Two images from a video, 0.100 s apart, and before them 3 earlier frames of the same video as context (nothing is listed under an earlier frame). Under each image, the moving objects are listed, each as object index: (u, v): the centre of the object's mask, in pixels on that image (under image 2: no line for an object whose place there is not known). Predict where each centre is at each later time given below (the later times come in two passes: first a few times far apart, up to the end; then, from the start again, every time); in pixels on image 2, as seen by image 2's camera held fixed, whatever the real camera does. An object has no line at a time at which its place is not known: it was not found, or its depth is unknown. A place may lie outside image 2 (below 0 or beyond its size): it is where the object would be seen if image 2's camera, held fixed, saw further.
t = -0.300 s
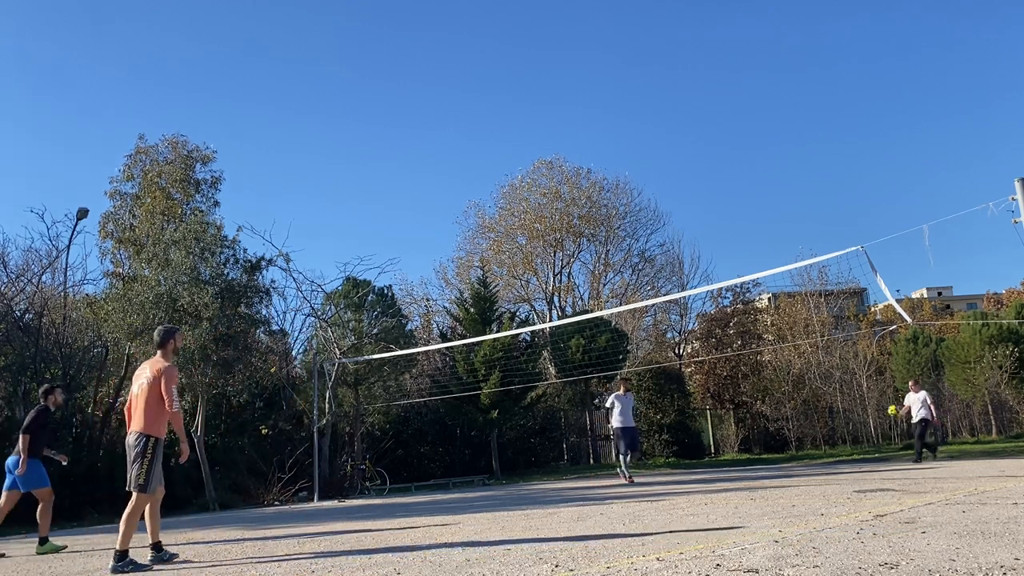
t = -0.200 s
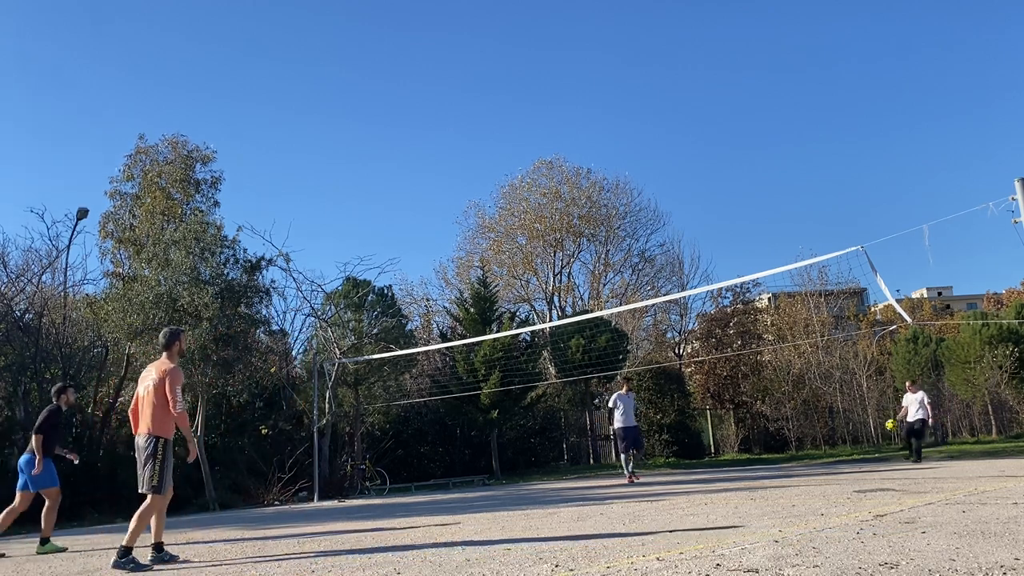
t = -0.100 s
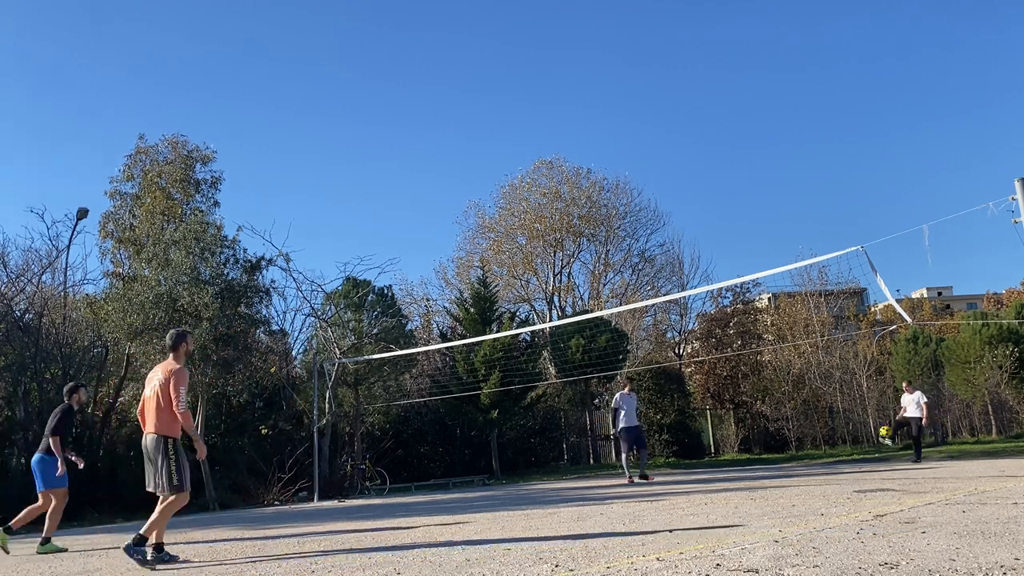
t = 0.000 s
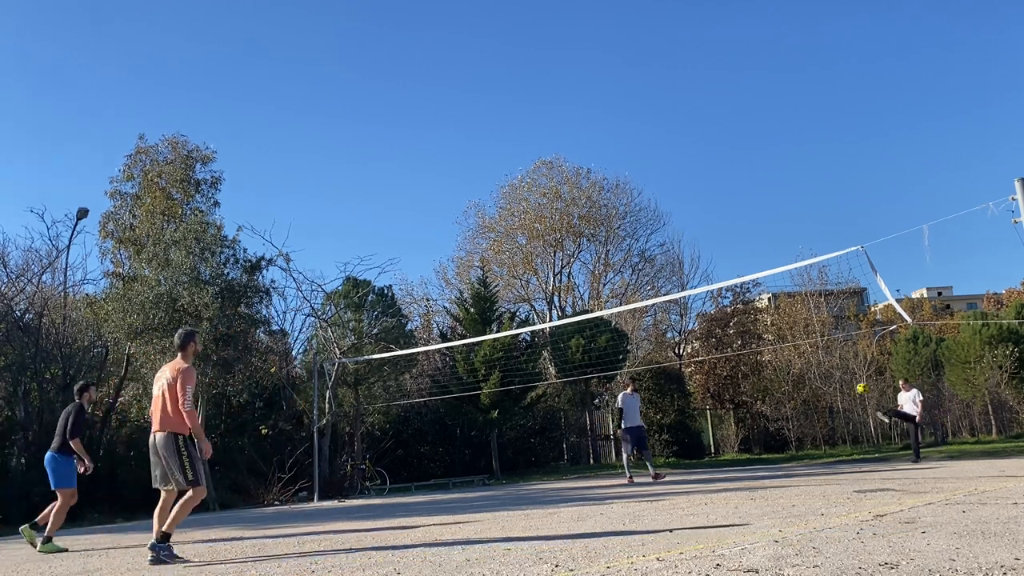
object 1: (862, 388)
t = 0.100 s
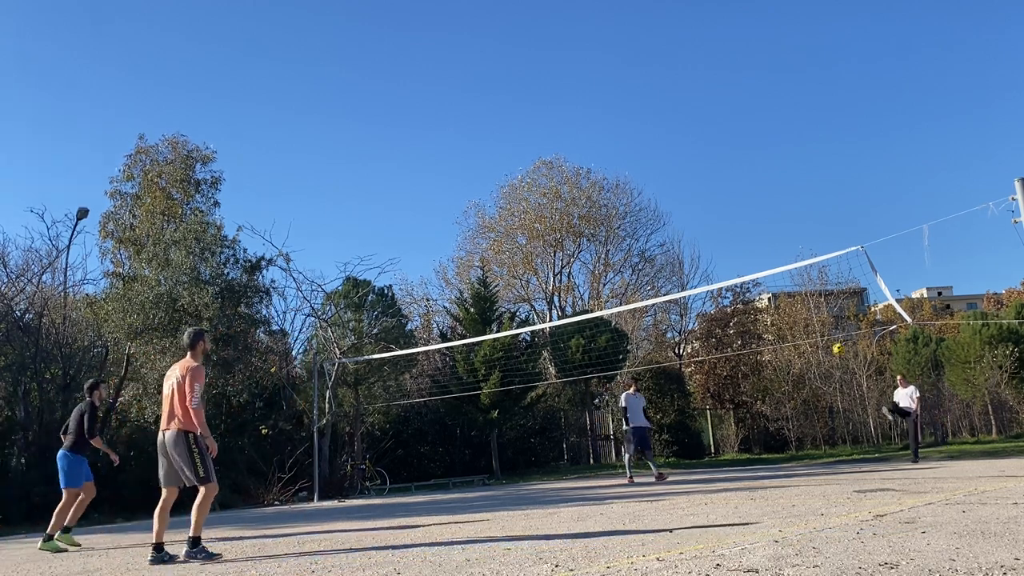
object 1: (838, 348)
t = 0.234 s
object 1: (805, 303)
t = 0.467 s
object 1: (746, 243)
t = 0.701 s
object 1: (679, 211)
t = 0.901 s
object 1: (612, 212)
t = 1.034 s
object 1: (561, 231)
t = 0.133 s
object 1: (829, 336)
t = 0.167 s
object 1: (821, 325)
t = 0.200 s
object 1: (813, 313)
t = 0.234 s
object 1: (805, 303)
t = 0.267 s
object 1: (797, 292)
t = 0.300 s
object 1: (789, 283)
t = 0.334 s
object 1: (781, 275)
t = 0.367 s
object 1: (772, 264)
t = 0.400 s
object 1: (764, 257)
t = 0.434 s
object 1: (755, 250)
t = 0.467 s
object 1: (746, 243)
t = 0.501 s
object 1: (737, 236)
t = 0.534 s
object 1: (728, 231)
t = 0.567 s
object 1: (718, 225)
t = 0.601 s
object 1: (709, 221)
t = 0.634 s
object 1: (699, 217)
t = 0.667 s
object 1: (689, 214)
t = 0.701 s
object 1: (679, 211)
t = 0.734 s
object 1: (668, 210)
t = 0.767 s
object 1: (658, 209)
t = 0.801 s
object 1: (647, 208)
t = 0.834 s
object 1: (636, 209)
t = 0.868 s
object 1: (624, 210)
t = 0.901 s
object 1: (612, 212)
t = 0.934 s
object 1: (600, 215)
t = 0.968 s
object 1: (587, 219)
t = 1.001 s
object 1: (575, 225)
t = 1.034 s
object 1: (561, 231)
